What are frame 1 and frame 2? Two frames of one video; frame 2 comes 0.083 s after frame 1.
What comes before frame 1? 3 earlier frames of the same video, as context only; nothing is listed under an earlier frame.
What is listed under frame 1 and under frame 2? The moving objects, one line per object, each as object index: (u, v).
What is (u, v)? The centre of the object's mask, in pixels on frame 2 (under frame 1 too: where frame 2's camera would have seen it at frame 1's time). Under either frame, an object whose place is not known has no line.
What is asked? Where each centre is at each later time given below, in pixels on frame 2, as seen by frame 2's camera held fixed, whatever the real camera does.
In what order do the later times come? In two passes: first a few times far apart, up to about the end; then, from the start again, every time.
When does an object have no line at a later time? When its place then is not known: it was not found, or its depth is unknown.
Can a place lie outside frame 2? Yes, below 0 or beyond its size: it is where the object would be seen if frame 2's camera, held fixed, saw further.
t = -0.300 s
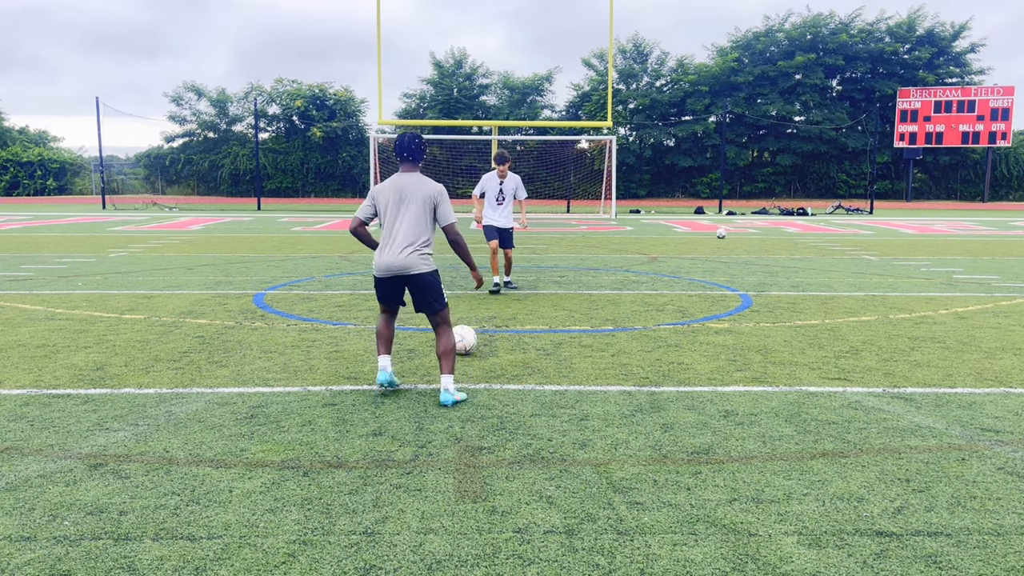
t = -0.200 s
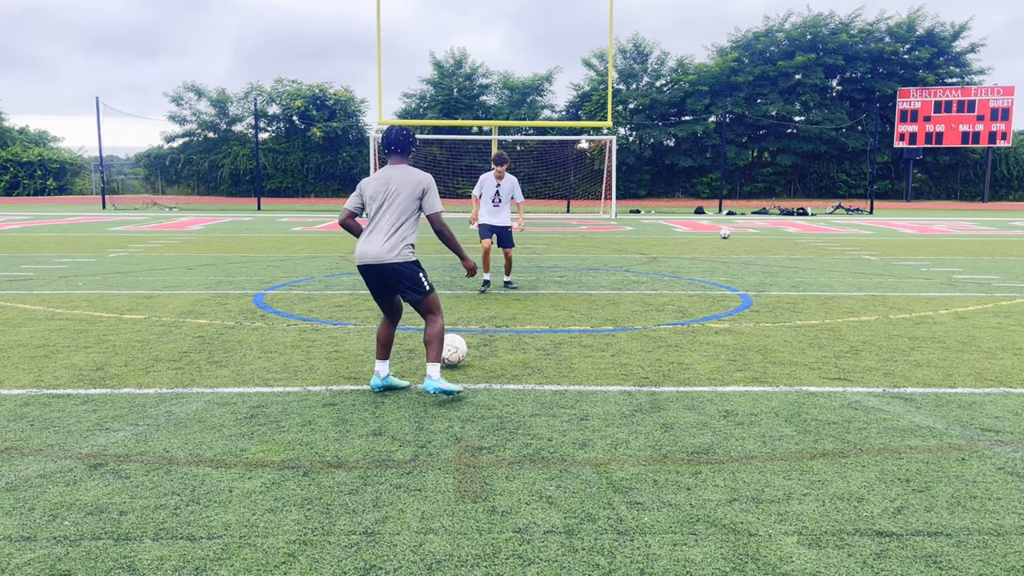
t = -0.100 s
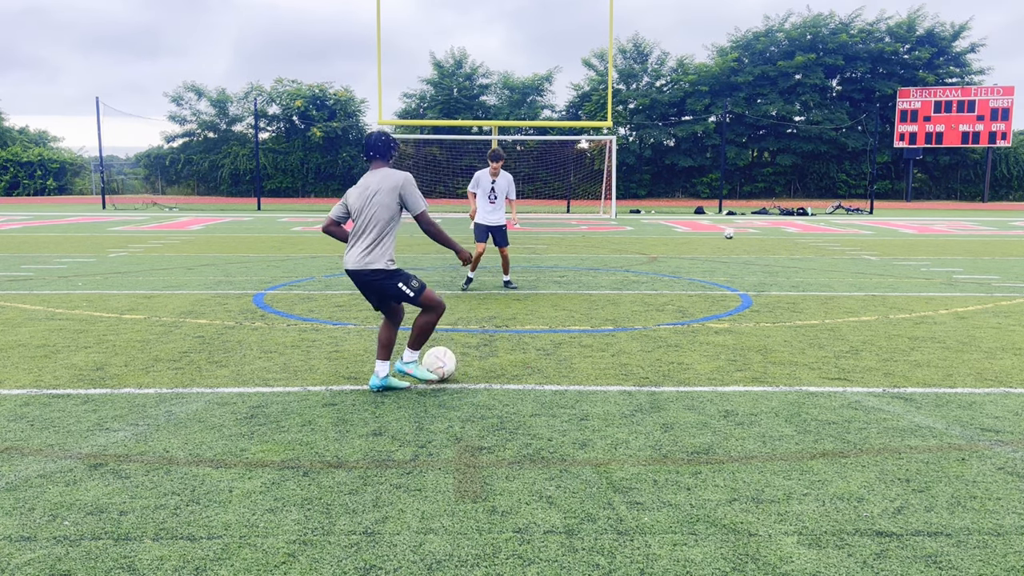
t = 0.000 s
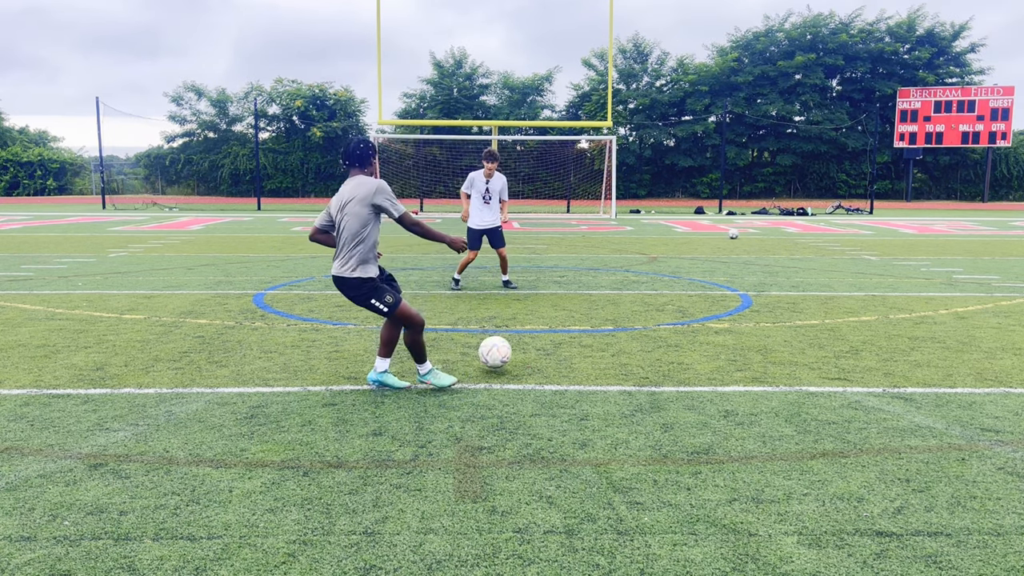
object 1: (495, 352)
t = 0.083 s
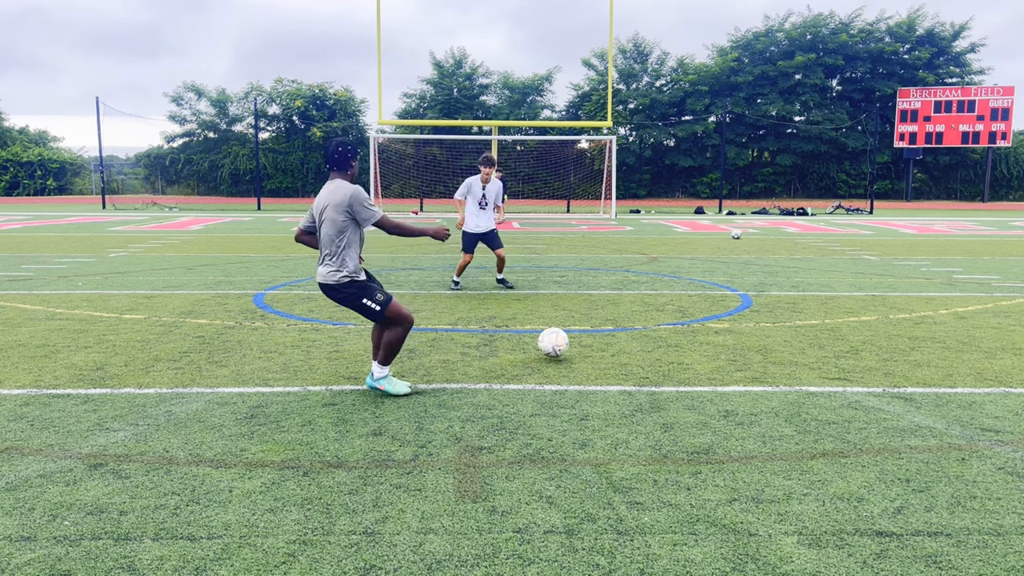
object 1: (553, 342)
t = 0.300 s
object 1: (662, 324)
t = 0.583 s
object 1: (753, 308)
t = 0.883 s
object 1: (822, 296)
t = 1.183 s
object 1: (878, 286)
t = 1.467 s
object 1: (921, 279)
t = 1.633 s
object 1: (944, 276)
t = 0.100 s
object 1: (564, 342)
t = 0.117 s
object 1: (574, 341)
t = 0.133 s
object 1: (584, 340)
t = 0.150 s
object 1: (592, 337)
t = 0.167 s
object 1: (601, 334)
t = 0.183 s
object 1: (609, 331)
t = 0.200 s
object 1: (617, 329)
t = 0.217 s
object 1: (625, 327)
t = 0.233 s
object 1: (633, 326)
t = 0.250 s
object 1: (640, 325)
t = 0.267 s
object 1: (648, 324)
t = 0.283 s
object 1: (655, 324)
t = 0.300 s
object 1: (662, 324)
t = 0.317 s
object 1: (669, 324)
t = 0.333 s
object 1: (675, 322)
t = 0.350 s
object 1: (681, 320)
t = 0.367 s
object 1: (687, 318)
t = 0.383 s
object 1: (693, 318)
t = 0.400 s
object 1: (699, 317)
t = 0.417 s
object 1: (704, 316)
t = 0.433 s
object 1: (710, 316)
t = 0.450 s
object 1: (715, 315)
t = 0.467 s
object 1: (720, 314)
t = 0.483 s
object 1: (725, 312)
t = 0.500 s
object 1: (730, 312)
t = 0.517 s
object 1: (735, 311)
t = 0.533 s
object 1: (739, 311)
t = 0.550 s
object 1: (744, 310)
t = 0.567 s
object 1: (749, 309)
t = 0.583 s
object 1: (753, 308)
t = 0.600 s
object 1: (757, 308)
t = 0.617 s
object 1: (761, 307)
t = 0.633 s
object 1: (765, 307)
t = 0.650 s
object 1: (769, 306)
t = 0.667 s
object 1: (773, 305)
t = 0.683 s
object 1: (777, 304)
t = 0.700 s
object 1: (781, 303)
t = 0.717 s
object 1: (785, 303)
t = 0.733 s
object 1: (789, 303)
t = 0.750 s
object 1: (793, 302)
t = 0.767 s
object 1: (797, 301)
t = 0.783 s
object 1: (800, 300)
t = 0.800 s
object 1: (804, 300)
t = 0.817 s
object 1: (808, 300)
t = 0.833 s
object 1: (811, 298)
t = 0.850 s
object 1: (815, 297)
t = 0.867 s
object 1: (819, 297)
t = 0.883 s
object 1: (822, 296)
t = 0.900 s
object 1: (825, 296)
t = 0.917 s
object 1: (829, 296)
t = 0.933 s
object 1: (832, 295)
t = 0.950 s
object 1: (835, 293)
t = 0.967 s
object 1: (839, 292)
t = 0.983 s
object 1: (842, 292)
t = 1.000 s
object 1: (845, 292)
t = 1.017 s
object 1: (848, 292)
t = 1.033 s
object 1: (852, 292)
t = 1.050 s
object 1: (854, 291)
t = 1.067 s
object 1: (857, 290)
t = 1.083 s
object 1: (860, 290)
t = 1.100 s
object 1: (863, 289)
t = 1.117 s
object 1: (866, 289)
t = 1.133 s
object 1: (869, 289)
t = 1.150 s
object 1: (872, 288)
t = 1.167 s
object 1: (875, 287)
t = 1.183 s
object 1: (878, 286)
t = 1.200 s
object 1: (880, 286)
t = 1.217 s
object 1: (883, 286)
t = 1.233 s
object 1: (886, 285)
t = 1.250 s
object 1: (888, 286)
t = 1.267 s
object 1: (891, 285)
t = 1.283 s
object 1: (893, 284)
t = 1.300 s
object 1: (896, 284)
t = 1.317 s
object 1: (899, 283)
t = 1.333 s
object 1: (901, 282)
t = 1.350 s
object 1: (904, 282)
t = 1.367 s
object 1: (907, 282)
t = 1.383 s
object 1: (910, 282)
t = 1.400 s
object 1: (912, 281)
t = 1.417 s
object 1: (914, 280)
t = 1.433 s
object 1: (917, 280)
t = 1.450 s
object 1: (919, 279)
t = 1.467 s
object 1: (921, 279)
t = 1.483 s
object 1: (924, 278)
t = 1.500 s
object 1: (926, 278)
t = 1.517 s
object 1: (928, 278)
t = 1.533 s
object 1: (931, 278)
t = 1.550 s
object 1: (933, 277)
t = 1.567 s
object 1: (936, 277)
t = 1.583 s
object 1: (938, 276)
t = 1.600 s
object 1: (940, 277)
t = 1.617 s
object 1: (942, 276)
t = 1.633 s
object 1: (944, 276)
